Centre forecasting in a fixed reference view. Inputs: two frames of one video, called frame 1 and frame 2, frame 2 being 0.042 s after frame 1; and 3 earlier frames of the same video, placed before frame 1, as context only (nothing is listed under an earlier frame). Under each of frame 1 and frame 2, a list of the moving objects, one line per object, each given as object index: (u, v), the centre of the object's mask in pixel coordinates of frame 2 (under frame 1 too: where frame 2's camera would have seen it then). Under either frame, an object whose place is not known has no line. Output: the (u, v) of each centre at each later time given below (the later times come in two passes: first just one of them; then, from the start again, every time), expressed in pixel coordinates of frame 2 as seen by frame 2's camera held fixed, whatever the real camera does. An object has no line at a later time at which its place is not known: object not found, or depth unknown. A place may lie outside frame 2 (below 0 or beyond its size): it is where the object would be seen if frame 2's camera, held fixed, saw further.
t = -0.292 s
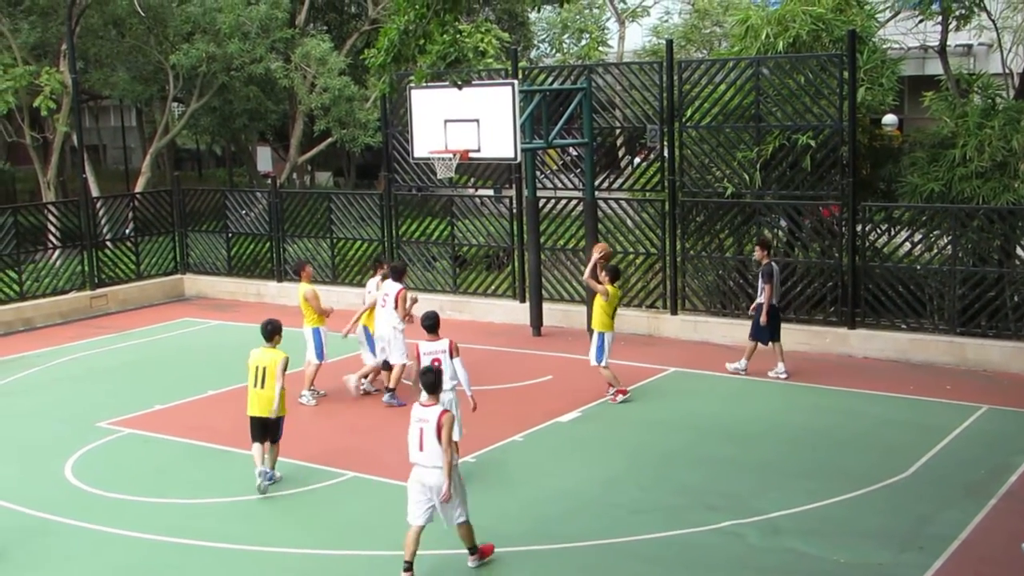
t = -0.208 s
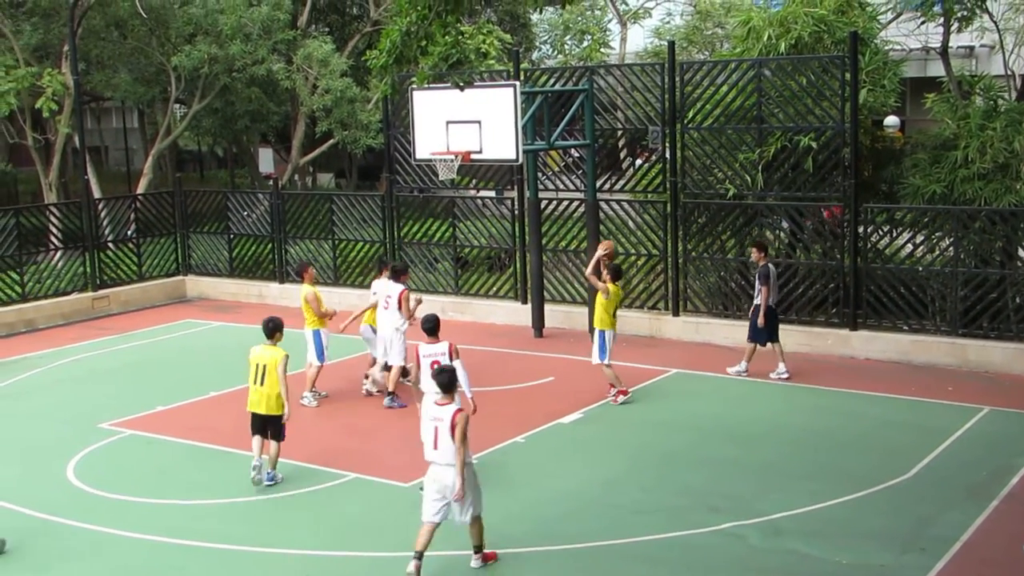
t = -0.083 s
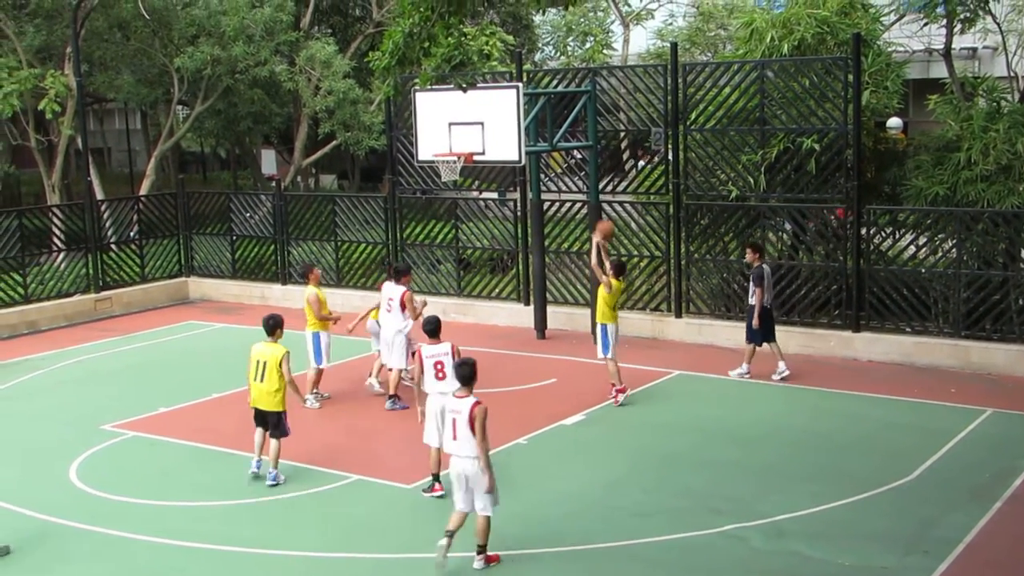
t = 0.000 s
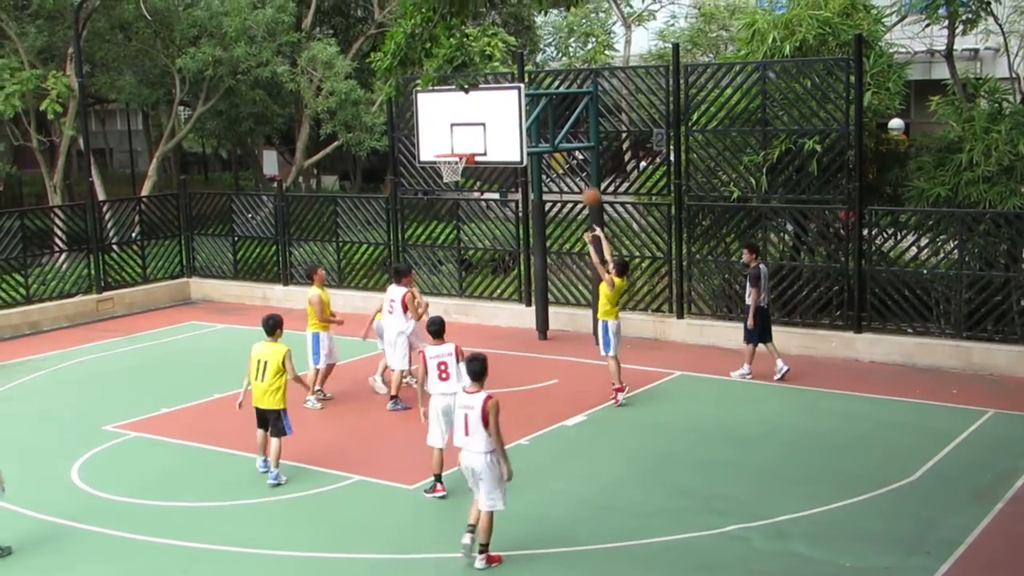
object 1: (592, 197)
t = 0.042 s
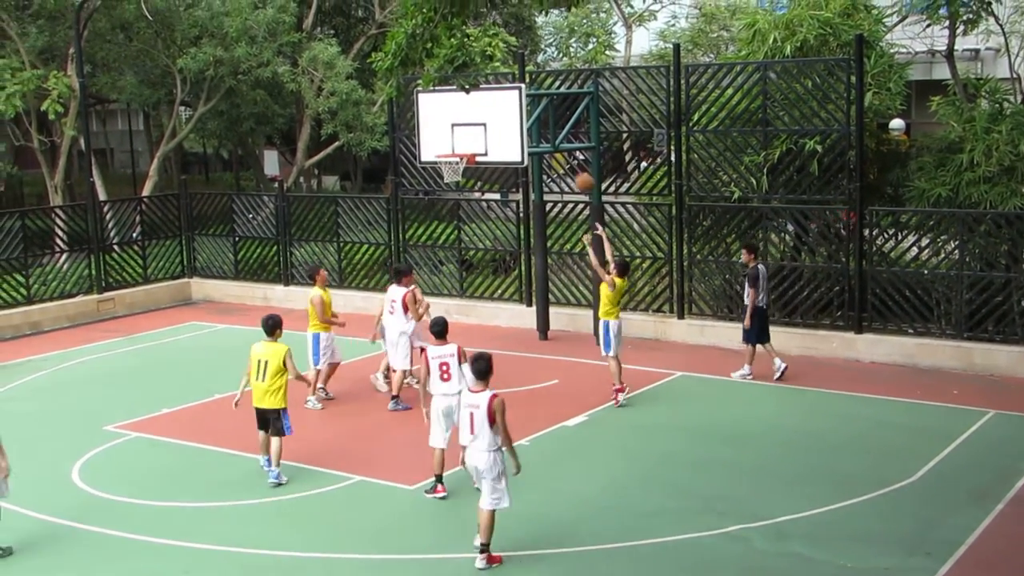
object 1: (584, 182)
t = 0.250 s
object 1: (544, 128)
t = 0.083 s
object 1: (576, 168)
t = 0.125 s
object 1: (568, 156)
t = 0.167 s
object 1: (560, 145)
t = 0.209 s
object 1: (553, 136)
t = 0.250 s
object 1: (544, 128)
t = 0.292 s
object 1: (538, 120)
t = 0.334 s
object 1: (530, 117)
